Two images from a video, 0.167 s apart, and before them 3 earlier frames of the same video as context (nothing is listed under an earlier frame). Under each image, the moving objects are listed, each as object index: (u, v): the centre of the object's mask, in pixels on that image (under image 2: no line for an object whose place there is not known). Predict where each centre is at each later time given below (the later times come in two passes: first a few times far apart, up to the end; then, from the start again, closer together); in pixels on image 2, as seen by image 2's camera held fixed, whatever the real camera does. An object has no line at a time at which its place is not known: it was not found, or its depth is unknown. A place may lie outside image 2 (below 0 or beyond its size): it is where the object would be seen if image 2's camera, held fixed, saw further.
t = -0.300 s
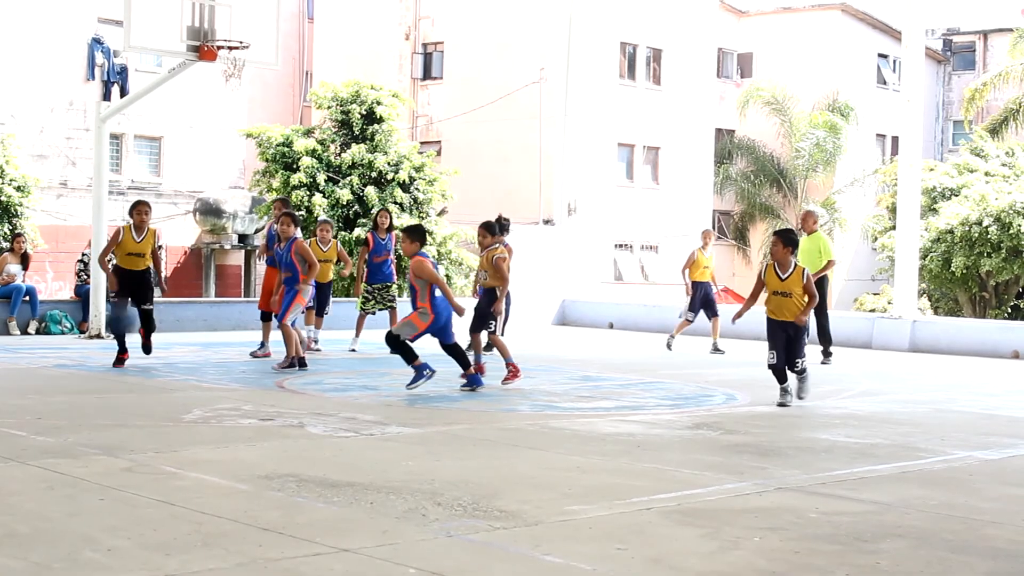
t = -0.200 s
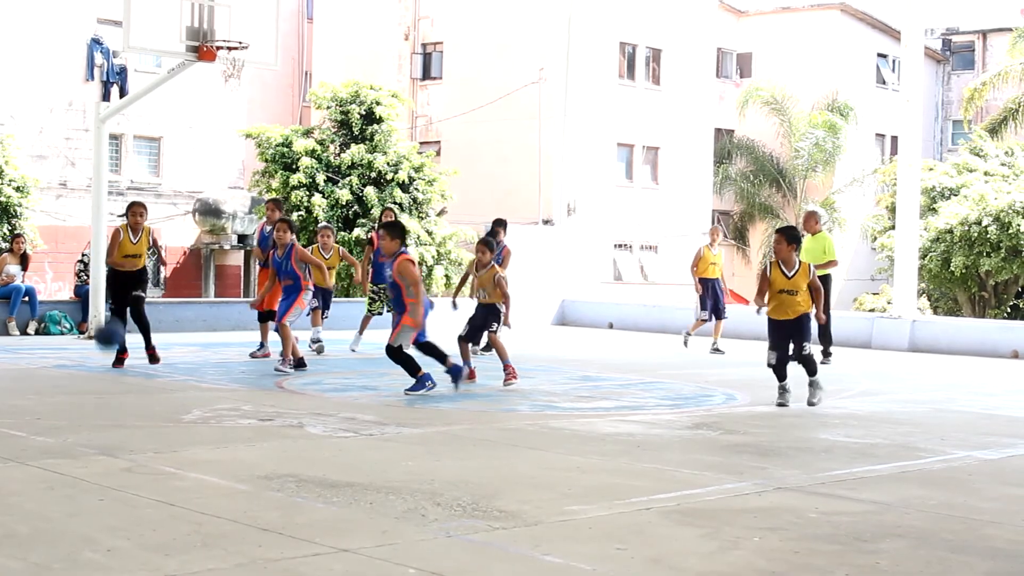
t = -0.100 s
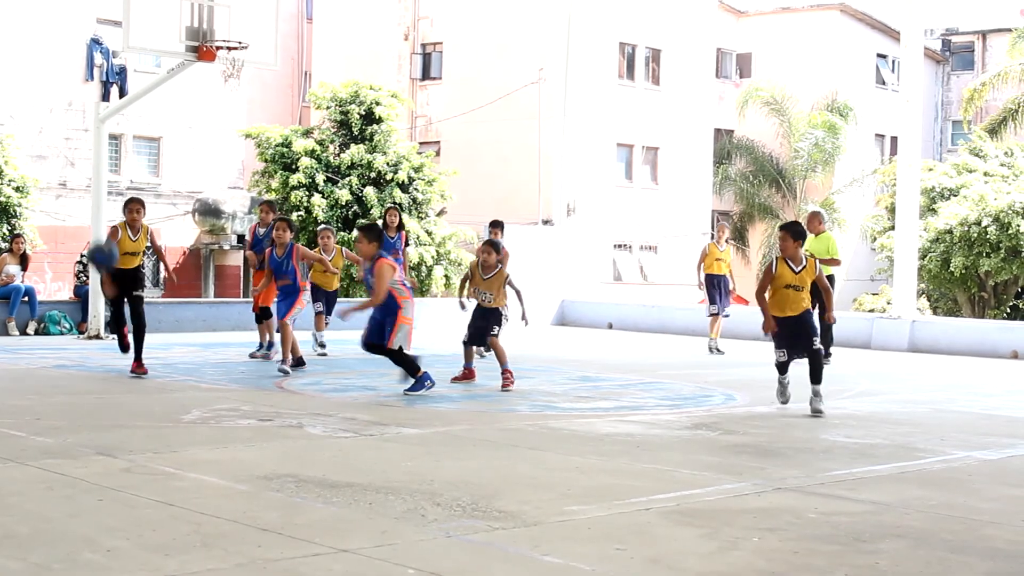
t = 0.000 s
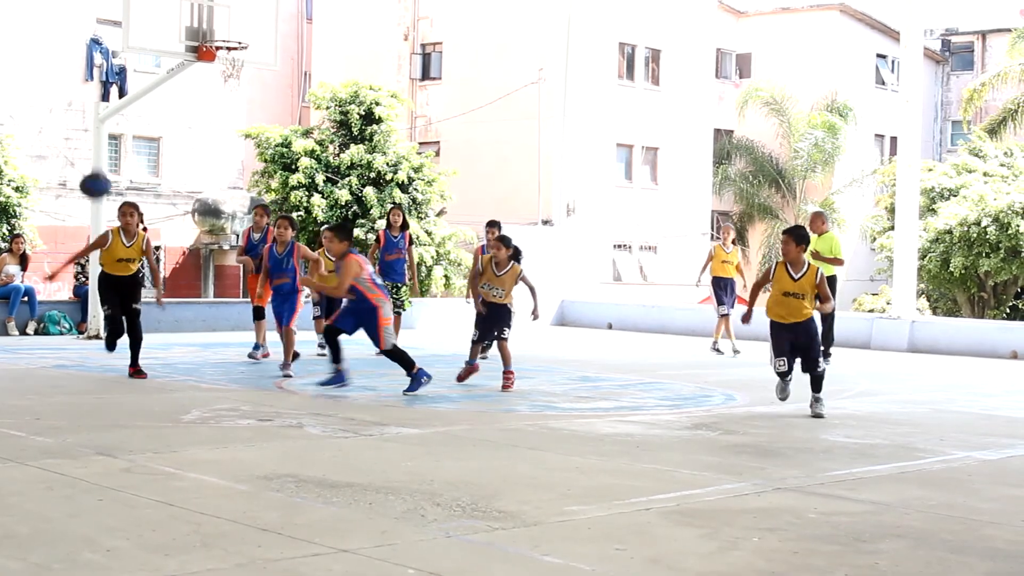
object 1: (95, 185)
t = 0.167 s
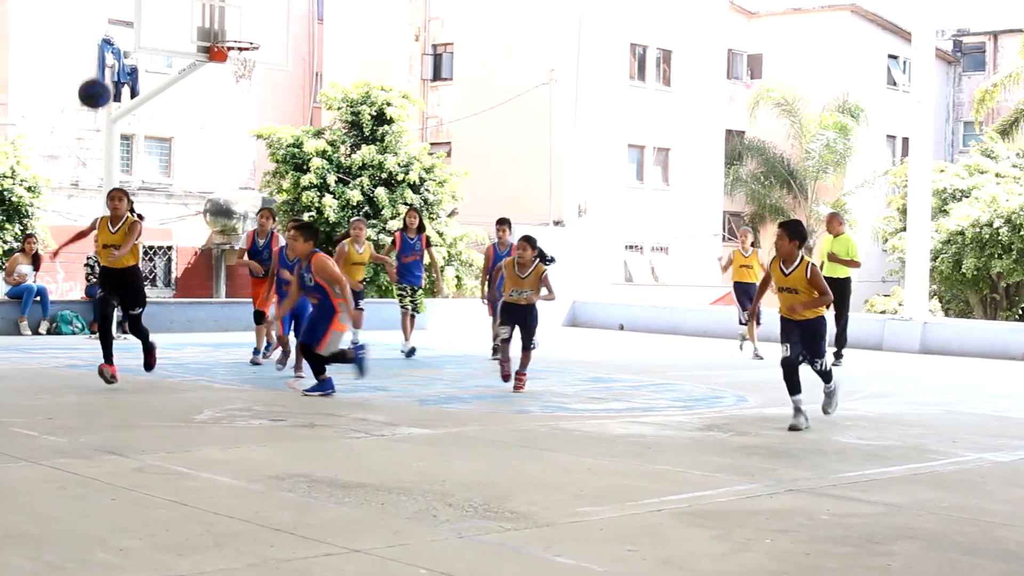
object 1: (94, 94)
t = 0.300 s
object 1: (82, 45)
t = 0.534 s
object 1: (58, 22)
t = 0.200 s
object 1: (92, 79)
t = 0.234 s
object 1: (88, 67)
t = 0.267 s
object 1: (84, 55)
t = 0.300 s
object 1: (82, 45)
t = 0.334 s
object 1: (79, 37)
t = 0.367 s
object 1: (76, 30)
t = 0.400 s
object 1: (72, 25)
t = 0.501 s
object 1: (62, 20)
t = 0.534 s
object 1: (58, 22)
